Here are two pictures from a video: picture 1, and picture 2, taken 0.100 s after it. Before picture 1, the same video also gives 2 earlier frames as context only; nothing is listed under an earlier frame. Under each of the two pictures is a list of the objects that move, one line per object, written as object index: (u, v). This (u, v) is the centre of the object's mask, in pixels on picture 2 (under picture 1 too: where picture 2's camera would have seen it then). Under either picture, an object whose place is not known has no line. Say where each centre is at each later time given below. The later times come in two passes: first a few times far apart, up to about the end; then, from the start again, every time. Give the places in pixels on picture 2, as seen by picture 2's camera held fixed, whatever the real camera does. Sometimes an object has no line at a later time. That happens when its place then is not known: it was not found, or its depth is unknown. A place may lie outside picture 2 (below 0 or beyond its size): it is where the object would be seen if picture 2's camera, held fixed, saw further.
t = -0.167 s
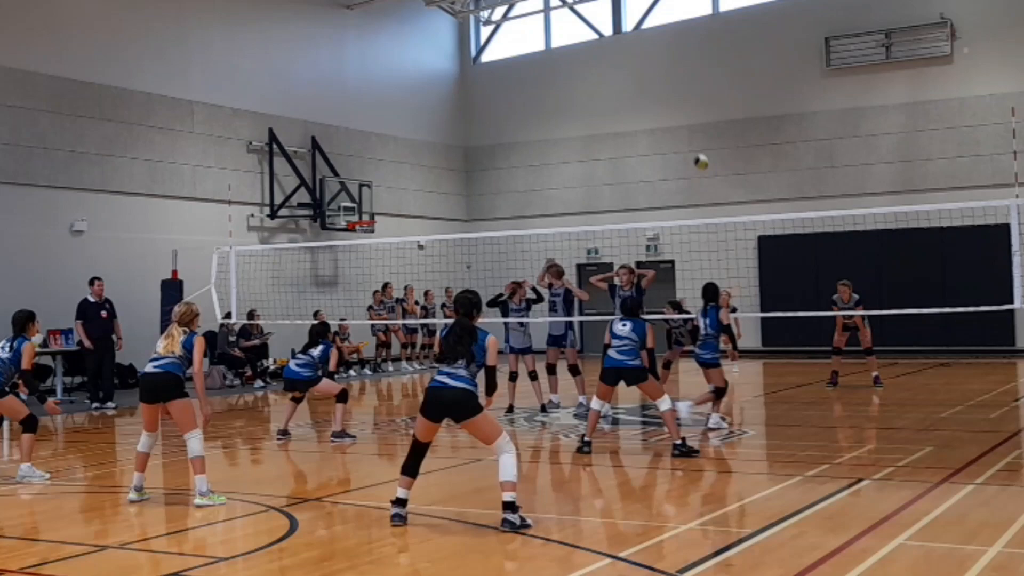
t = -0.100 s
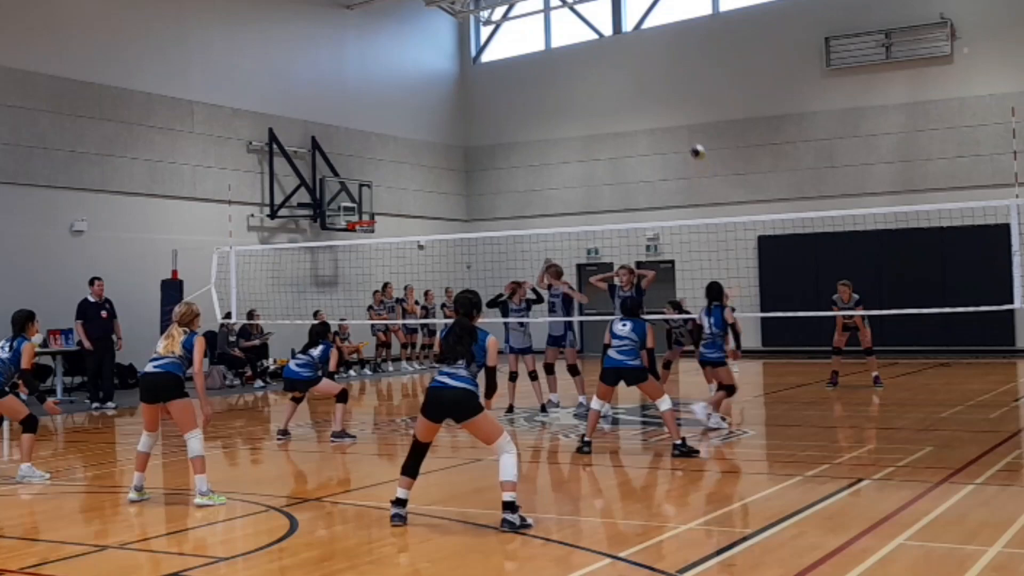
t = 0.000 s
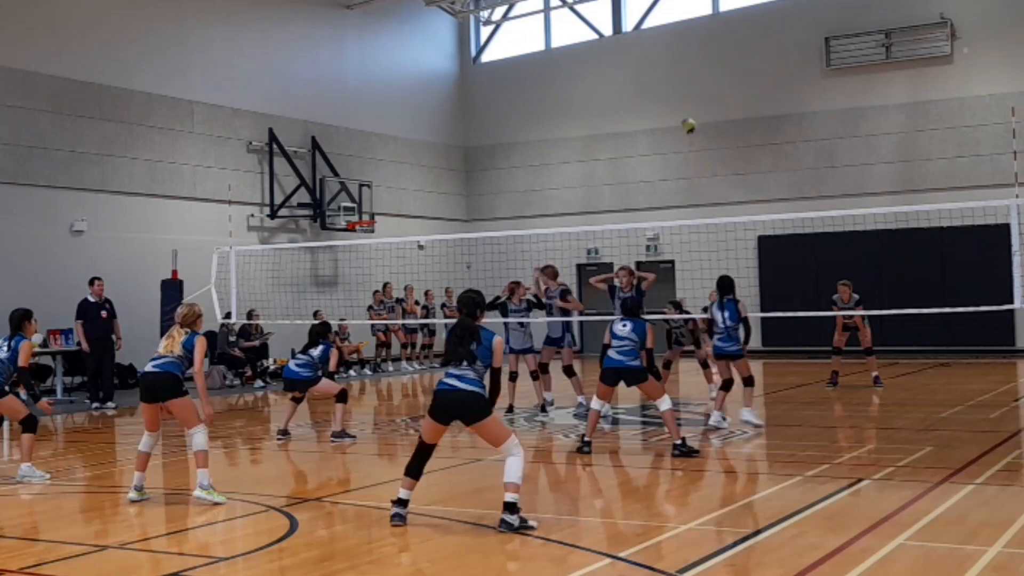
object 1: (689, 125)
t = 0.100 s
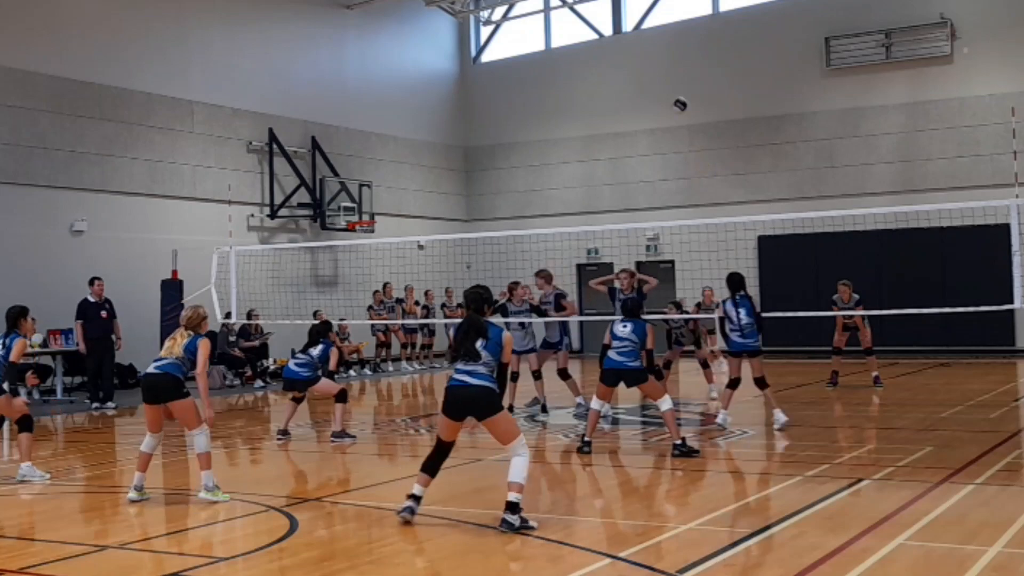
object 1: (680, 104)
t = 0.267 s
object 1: (661, 86)
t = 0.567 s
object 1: (617, 119)
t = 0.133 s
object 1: (676, 99)
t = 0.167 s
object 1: (672, 94)
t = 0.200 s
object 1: (669, 90)
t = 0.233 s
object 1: (664, 87)
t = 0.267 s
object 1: (661, 86)
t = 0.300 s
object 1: (656, 84)
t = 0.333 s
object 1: (651, 84)
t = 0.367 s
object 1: (646, 85)
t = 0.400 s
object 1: (642, 87)
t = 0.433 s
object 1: (637, 91)
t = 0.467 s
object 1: (632, 95)
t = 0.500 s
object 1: (627, 101)
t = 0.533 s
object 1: (622, 109)
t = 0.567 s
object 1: (617, 119)
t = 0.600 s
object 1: (611, 131)
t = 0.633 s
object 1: (606, 145)
